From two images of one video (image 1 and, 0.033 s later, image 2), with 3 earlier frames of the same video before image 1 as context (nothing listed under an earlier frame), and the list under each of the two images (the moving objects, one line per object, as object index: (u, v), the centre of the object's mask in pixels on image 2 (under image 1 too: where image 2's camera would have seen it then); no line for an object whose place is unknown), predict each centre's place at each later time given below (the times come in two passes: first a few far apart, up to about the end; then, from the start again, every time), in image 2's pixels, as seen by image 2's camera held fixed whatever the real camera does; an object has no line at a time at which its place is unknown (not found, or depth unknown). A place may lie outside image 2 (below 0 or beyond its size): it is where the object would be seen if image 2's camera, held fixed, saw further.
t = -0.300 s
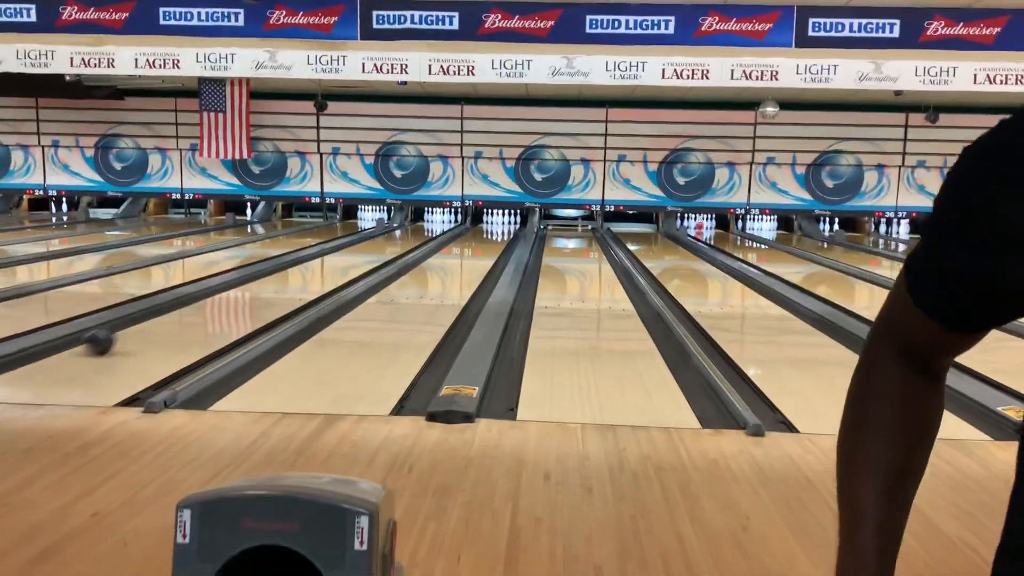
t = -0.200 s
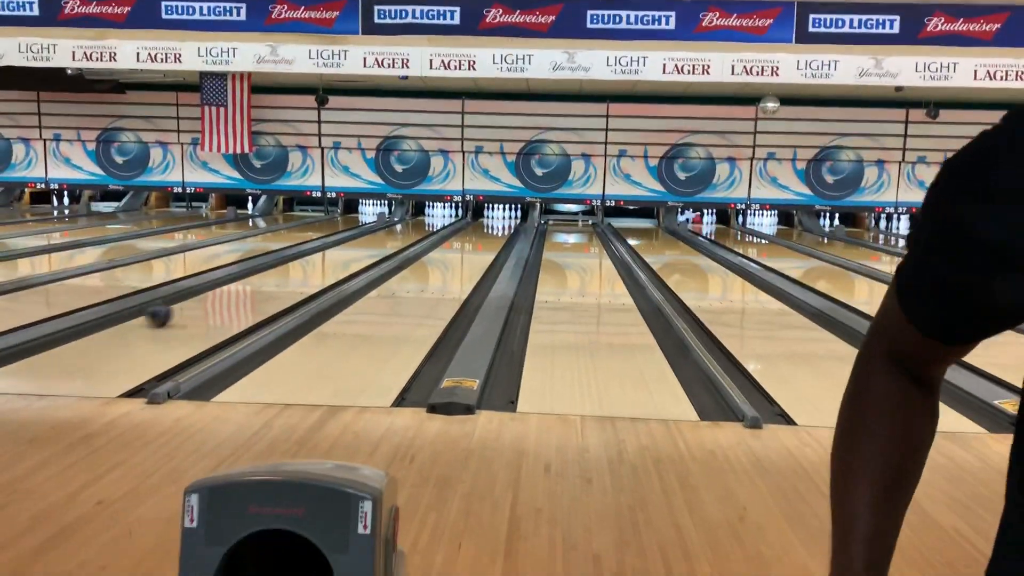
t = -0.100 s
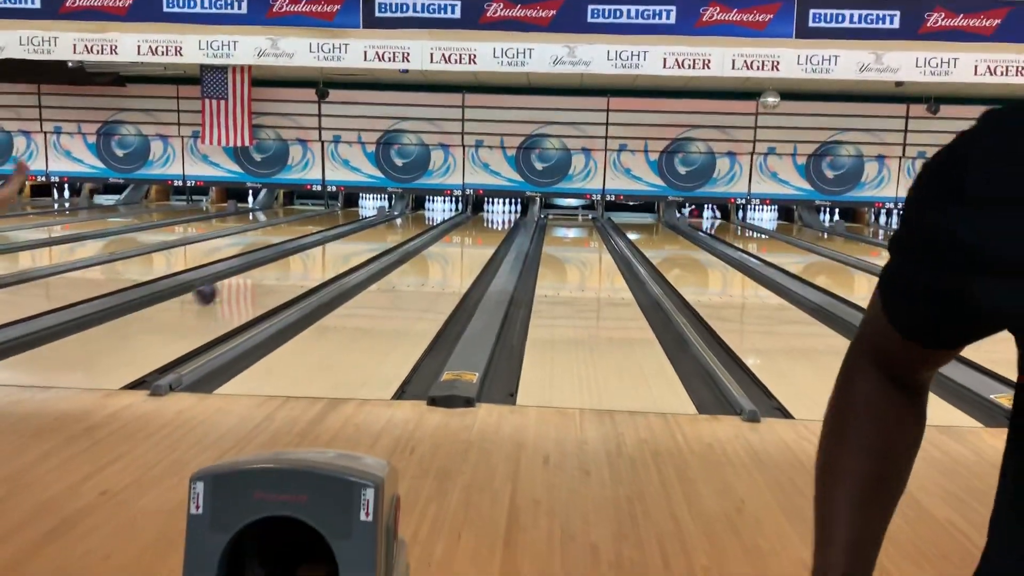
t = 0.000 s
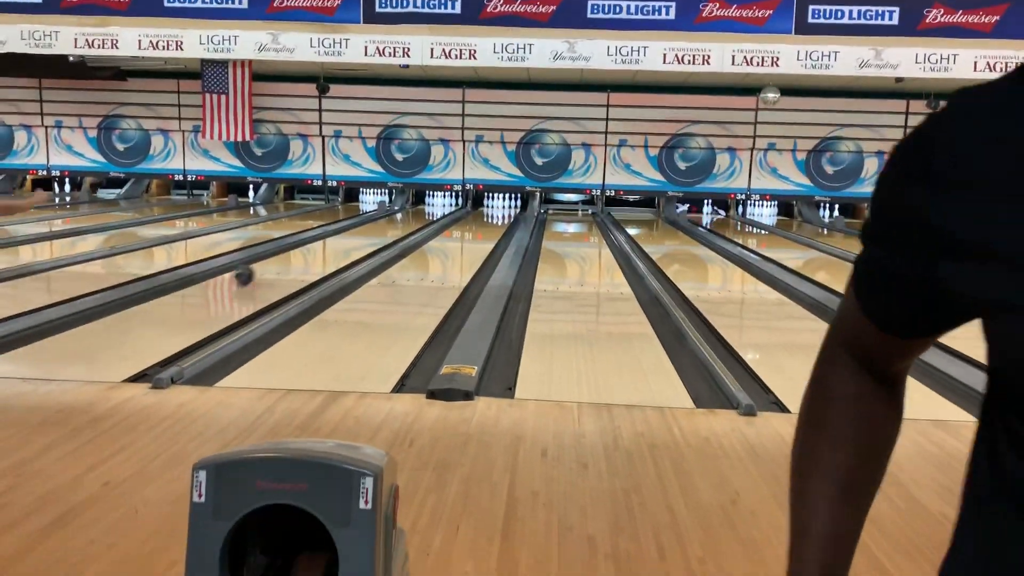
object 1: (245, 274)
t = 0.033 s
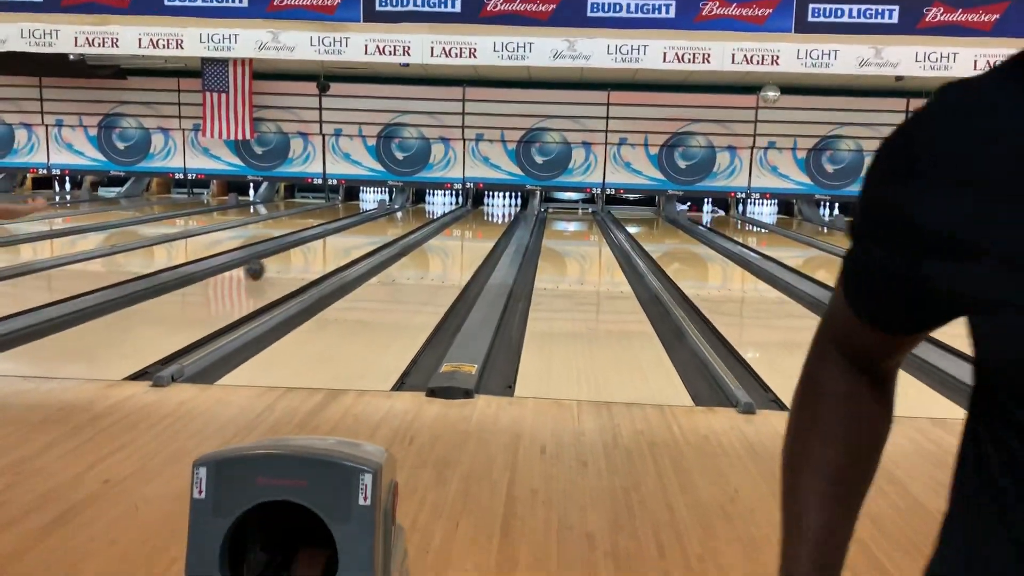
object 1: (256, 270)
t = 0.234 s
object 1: (308, 253)
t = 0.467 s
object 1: (352, 238)
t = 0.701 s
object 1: (385, 227)
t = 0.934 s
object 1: (409, 220)
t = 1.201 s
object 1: (428, 212)
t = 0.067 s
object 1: (265, 267)
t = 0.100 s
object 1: (275, 264)
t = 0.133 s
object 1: (284, 260)
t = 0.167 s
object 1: (292, 258)
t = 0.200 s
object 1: (301, 255)
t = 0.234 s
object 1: (308, 253)
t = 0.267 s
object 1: (315, 250)
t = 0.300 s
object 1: (322, 248)
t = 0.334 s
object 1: (328, 246)
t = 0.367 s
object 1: (335, 244)
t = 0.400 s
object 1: (341, 242)
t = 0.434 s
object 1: (347, 240)
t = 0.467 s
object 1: (352, 238)
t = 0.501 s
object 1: (357, 236)
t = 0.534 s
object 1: (362, 235)
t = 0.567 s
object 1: (368, 233)
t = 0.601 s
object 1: (372, 231)
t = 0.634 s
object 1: (376, 231)
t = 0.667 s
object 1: (381, 228)
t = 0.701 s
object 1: (385, 227)
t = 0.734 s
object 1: (388, 226)
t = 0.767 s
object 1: (392, 225)
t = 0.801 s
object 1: (396, 224)
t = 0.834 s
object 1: (400, 223)
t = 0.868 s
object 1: (403, 222)
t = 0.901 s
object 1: (406, 220)
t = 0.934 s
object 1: (409, 220)
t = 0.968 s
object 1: (409, 219)
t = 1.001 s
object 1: (412, 218)
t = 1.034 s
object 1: (417, 217)
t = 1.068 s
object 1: (419, 217)
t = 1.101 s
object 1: (421, 216)
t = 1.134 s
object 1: (423, 215)
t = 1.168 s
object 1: (425, 213)
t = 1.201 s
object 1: (428, 212)
